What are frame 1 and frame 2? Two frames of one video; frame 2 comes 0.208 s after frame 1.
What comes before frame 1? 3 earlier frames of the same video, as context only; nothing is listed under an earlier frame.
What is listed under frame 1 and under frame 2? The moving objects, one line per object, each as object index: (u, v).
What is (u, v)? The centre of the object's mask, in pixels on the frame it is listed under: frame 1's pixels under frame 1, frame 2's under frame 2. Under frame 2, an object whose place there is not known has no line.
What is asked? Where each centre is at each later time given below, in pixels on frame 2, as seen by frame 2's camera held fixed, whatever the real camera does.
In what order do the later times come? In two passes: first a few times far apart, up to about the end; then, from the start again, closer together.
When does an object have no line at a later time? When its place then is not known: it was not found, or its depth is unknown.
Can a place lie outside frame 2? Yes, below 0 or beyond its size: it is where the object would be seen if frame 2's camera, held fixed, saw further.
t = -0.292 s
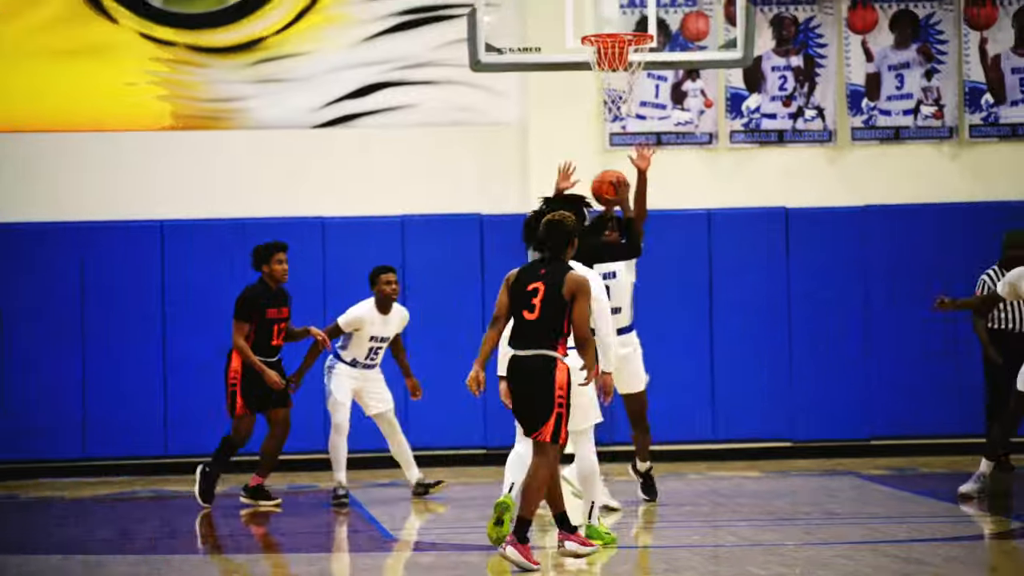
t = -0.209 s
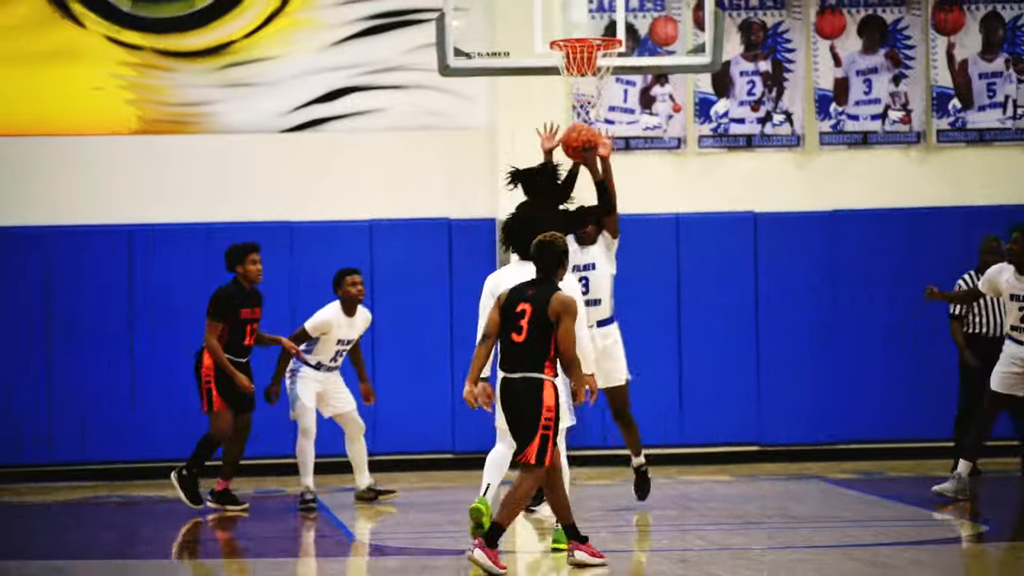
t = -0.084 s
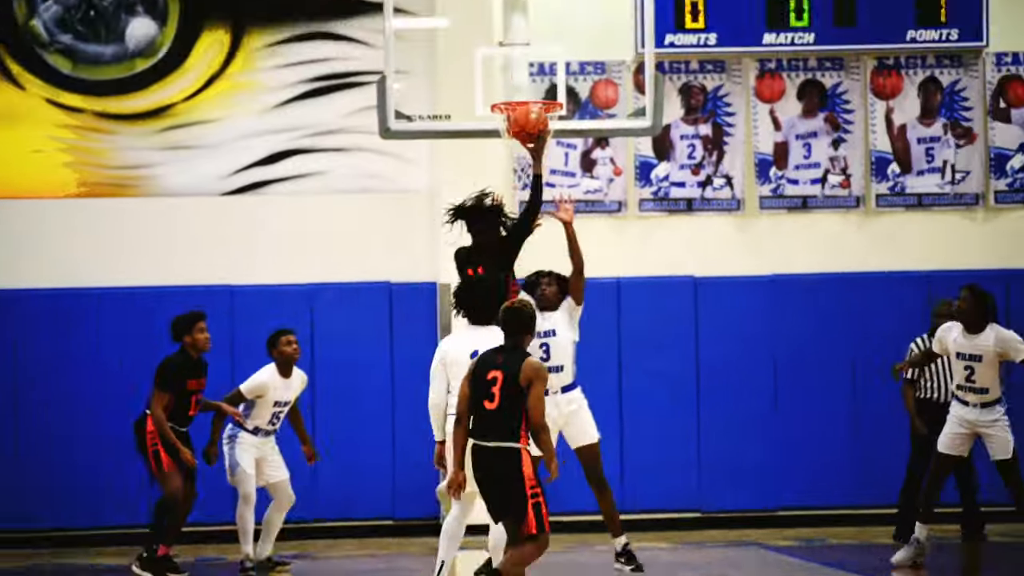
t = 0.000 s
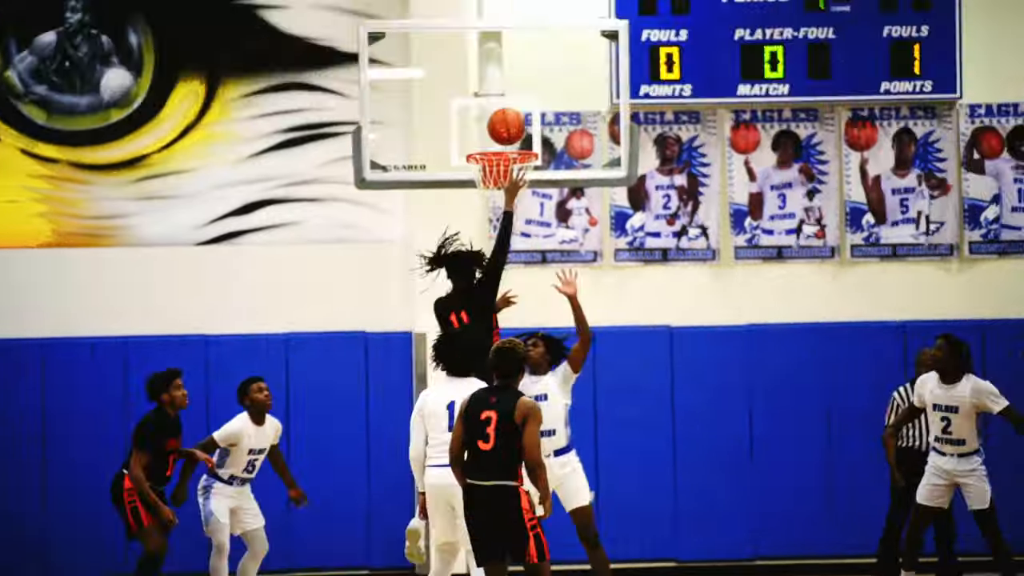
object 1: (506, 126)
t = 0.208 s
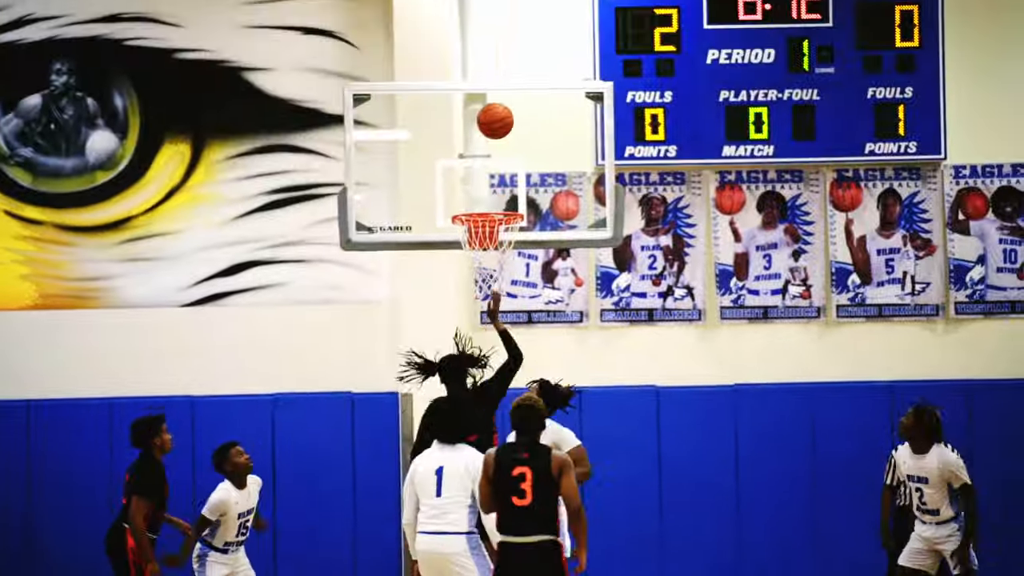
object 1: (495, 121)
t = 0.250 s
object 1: (496, 115)
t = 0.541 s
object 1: (502, 151)
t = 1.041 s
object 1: (559, 157)
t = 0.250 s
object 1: (496, 115)
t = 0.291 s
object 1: (496, 113)
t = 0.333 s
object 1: (497, 113)
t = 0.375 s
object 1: (498, 115)
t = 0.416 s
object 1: (499, 121)
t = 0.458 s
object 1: (500, 128)
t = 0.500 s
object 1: (501, 138)
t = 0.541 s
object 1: (502, 151)
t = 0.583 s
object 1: (503, 166)
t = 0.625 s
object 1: (508, 178)
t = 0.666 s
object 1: (516, 191)
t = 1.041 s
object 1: (559, 157)
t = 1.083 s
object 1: (564, 164)
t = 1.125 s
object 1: (570, 173)
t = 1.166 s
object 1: (575, 185)
